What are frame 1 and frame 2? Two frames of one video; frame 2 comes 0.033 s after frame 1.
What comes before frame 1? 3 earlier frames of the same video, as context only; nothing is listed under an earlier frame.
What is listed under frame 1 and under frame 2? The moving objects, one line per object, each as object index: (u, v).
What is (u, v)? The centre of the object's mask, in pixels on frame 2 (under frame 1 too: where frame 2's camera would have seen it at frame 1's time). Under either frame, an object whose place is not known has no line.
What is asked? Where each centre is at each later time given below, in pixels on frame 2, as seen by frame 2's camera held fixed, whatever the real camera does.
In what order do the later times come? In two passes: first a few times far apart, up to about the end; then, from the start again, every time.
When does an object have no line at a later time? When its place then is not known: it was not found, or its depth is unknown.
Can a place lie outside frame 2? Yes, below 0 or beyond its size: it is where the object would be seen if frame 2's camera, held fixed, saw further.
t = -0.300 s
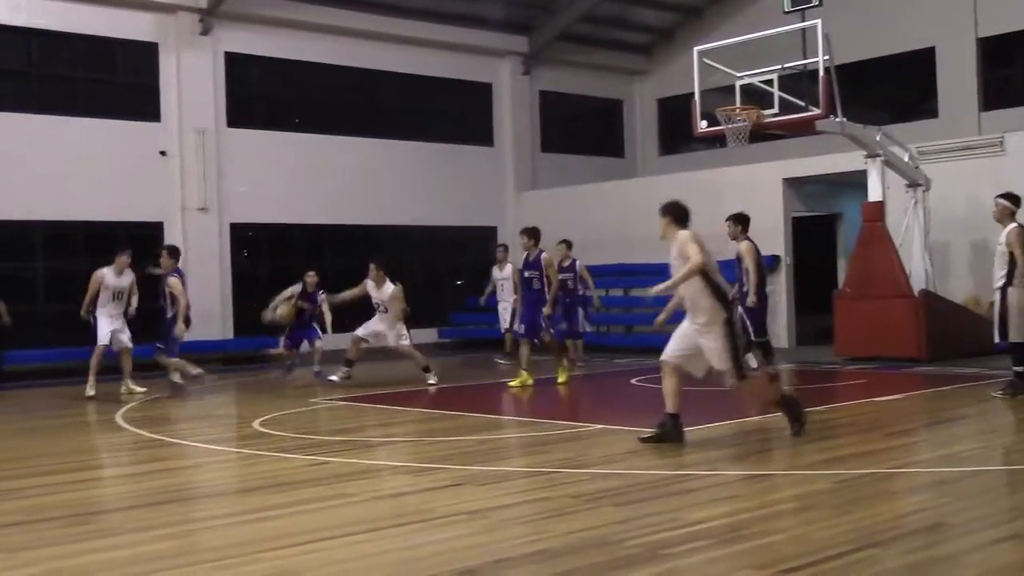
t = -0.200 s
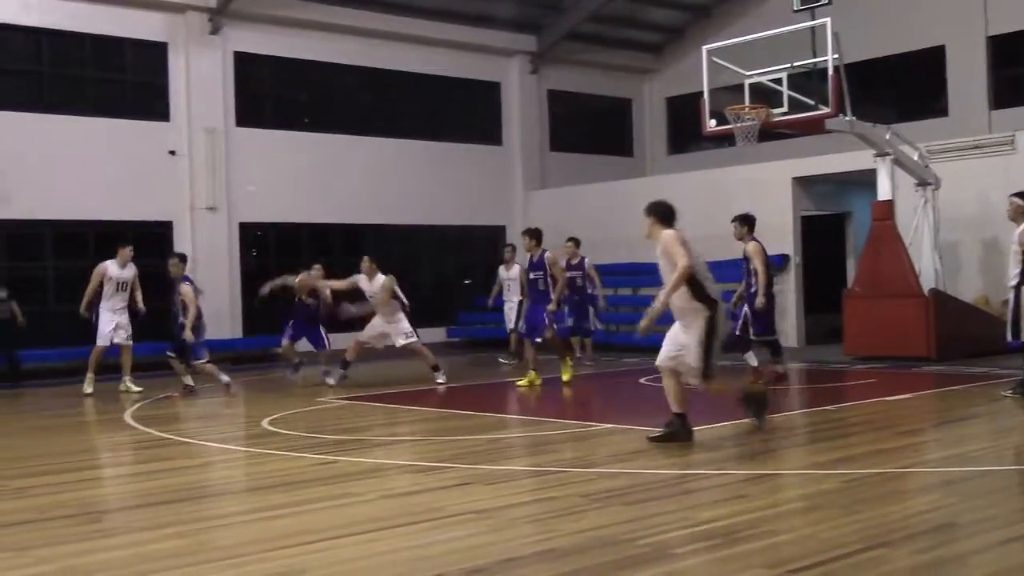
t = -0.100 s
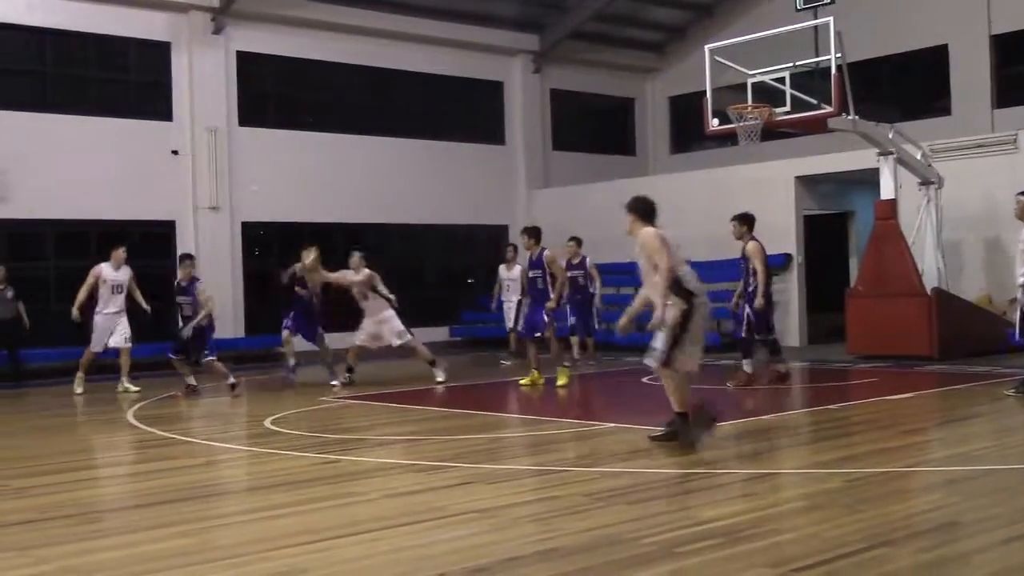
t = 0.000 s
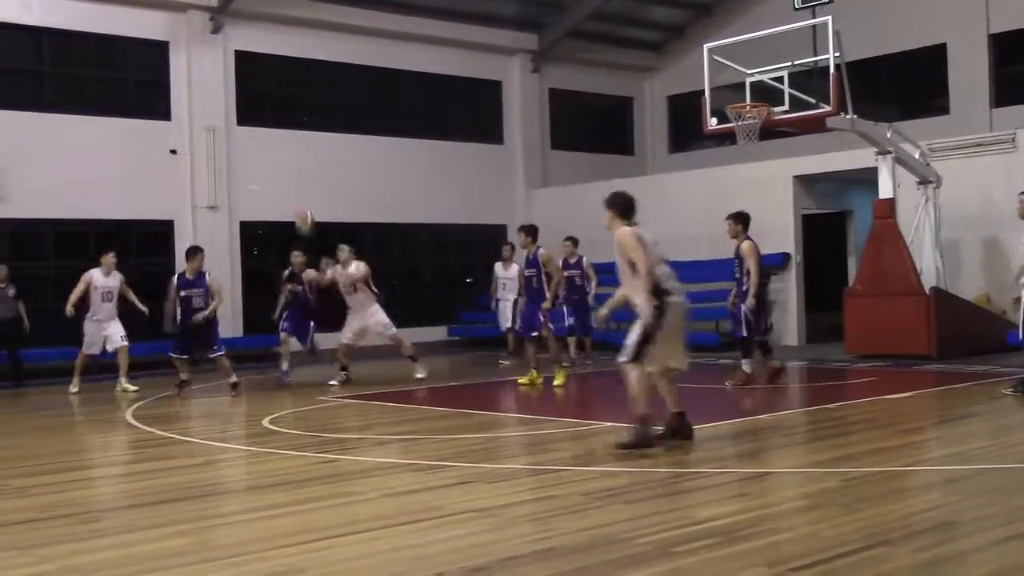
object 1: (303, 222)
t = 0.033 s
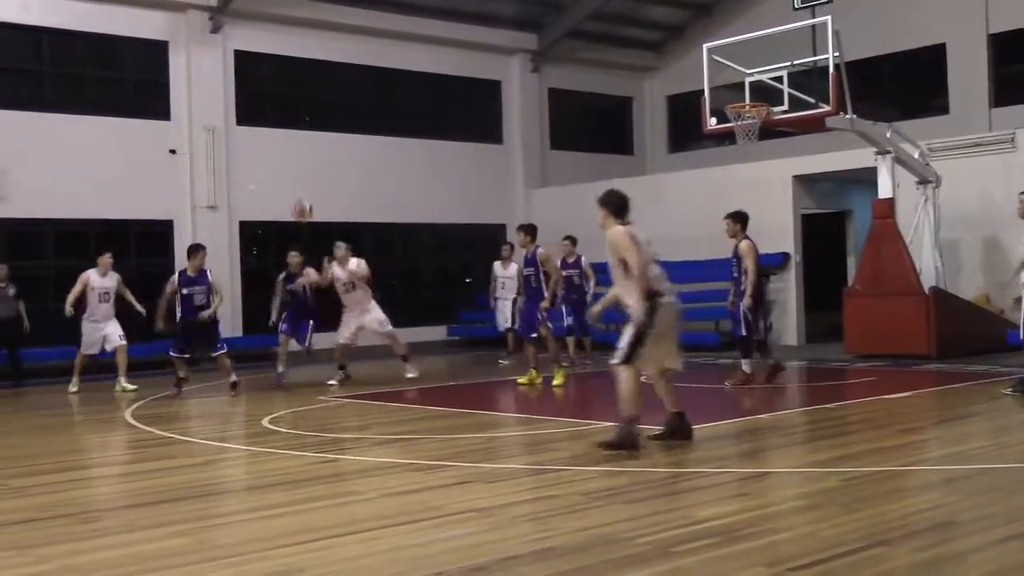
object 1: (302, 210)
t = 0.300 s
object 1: (288, 152)
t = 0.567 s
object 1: (275, 157)
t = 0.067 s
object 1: (300, 200)
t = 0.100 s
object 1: (298, 189)
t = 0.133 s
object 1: (296, 182)
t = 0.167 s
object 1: (295, 173)
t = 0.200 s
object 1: (293, 166)
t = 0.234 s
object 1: (291, 161)
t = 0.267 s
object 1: (290, 156)
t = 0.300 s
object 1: (288, 152)
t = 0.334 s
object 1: (286, 149)
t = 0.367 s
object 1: (285, 147)
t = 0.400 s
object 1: (283, 145)
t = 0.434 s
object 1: (281, 145)
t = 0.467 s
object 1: (280, 146)
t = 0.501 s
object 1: (278, 149)
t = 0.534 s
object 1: (276, 153)
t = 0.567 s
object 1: (275, 157)
